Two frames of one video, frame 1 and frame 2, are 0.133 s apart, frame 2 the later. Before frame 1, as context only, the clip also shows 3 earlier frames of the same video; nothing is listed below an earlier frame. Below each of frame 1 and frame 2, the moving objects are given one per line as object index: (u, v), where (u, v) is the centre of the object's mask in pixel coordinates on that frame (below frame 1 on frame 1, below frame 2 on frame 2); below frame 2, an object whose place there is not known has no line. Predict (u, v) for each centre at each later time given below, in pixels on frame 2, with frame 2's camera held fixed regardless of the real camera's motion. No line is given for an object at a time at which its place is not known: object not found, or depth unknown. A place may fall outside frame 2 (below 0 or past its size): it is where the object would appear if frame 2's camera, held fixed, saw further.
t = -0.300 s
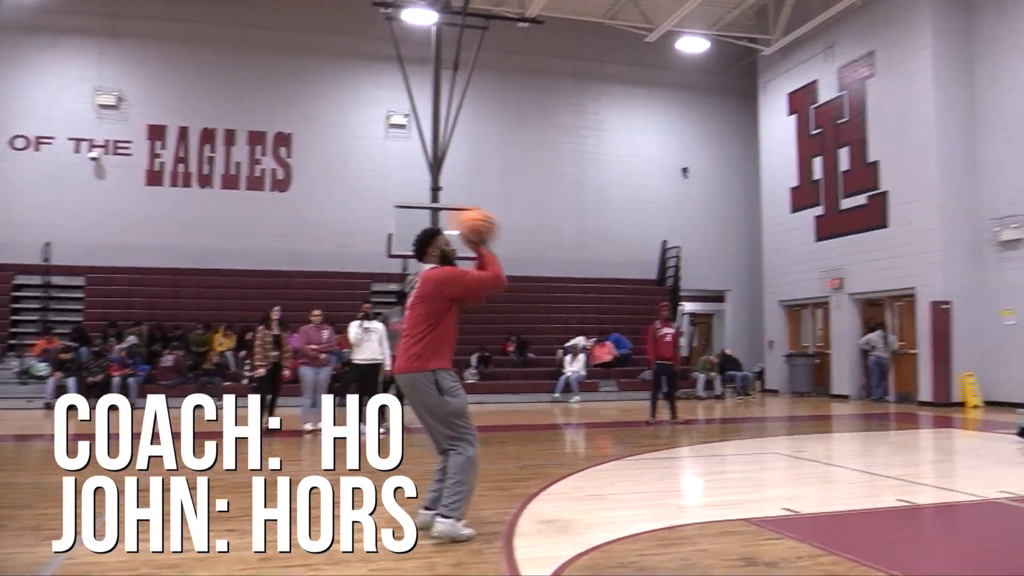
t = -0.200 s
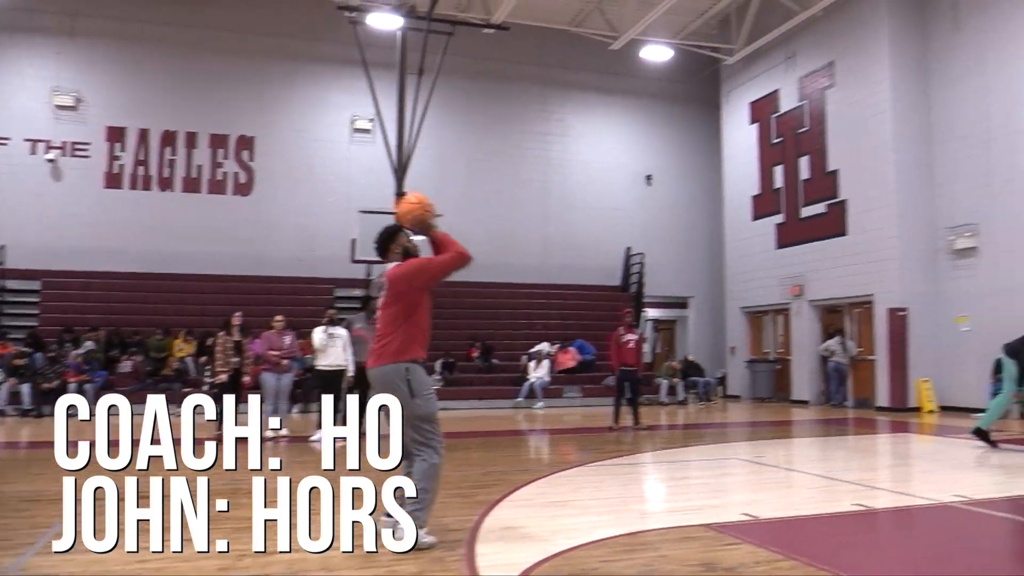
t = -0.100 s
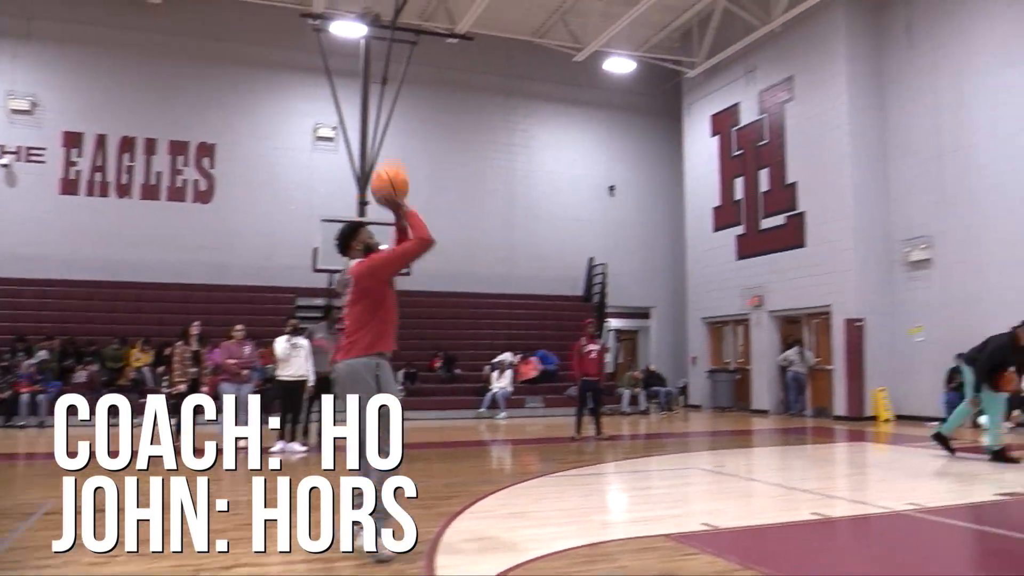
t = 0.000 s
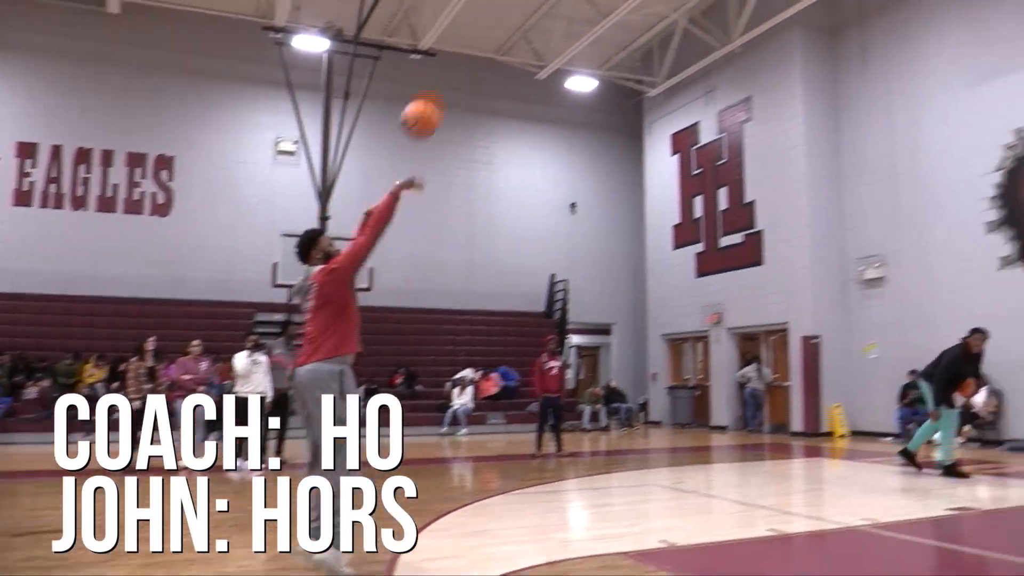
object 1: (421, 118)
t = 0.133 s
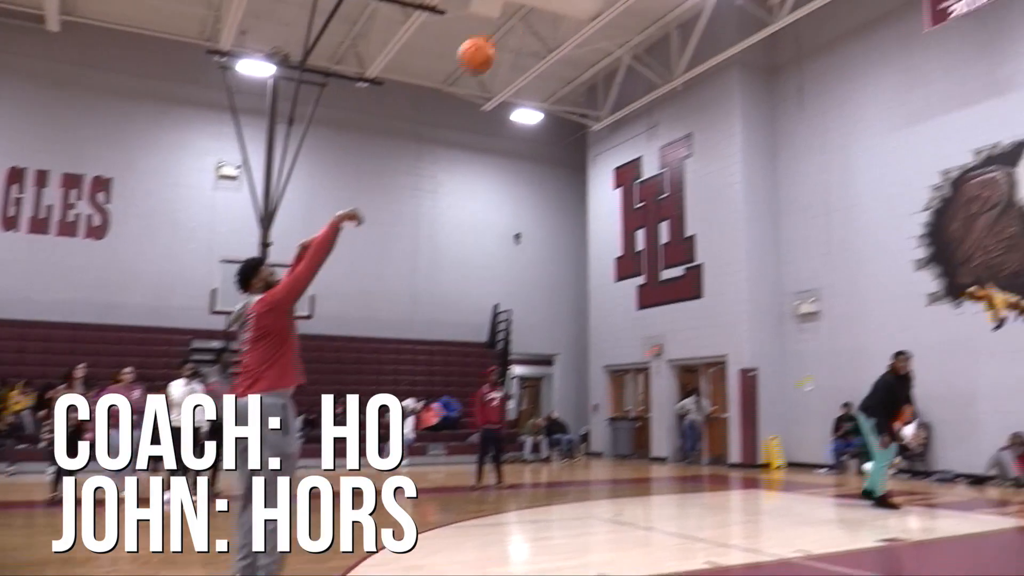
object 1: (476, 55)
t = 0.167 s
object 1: (504, 37)
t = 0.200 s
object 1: (531, 21)
